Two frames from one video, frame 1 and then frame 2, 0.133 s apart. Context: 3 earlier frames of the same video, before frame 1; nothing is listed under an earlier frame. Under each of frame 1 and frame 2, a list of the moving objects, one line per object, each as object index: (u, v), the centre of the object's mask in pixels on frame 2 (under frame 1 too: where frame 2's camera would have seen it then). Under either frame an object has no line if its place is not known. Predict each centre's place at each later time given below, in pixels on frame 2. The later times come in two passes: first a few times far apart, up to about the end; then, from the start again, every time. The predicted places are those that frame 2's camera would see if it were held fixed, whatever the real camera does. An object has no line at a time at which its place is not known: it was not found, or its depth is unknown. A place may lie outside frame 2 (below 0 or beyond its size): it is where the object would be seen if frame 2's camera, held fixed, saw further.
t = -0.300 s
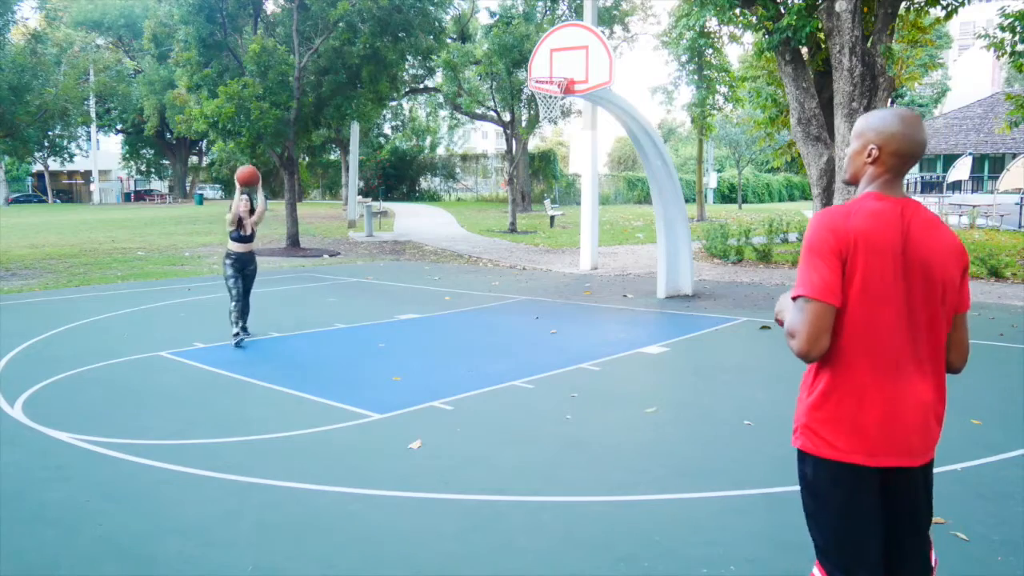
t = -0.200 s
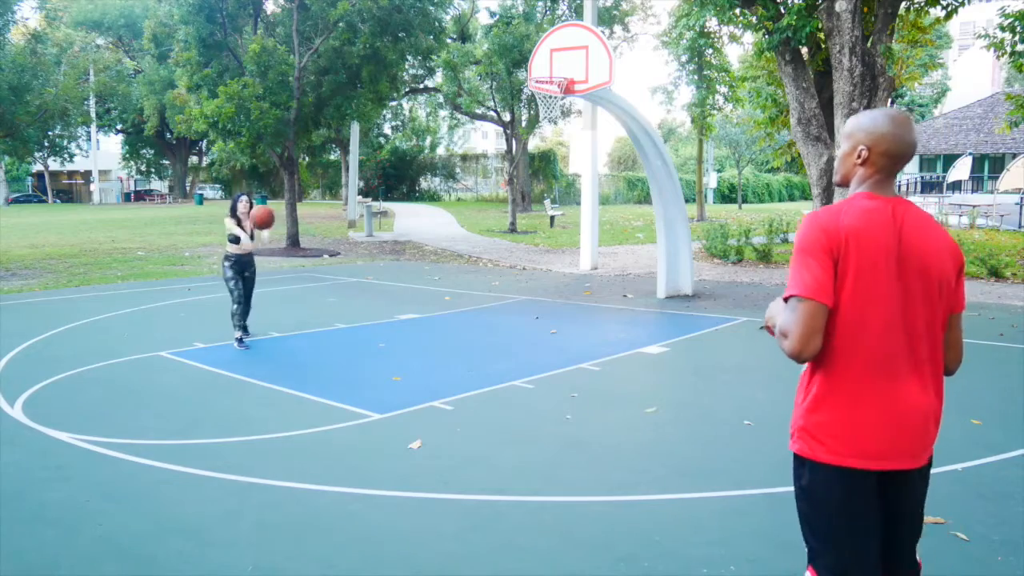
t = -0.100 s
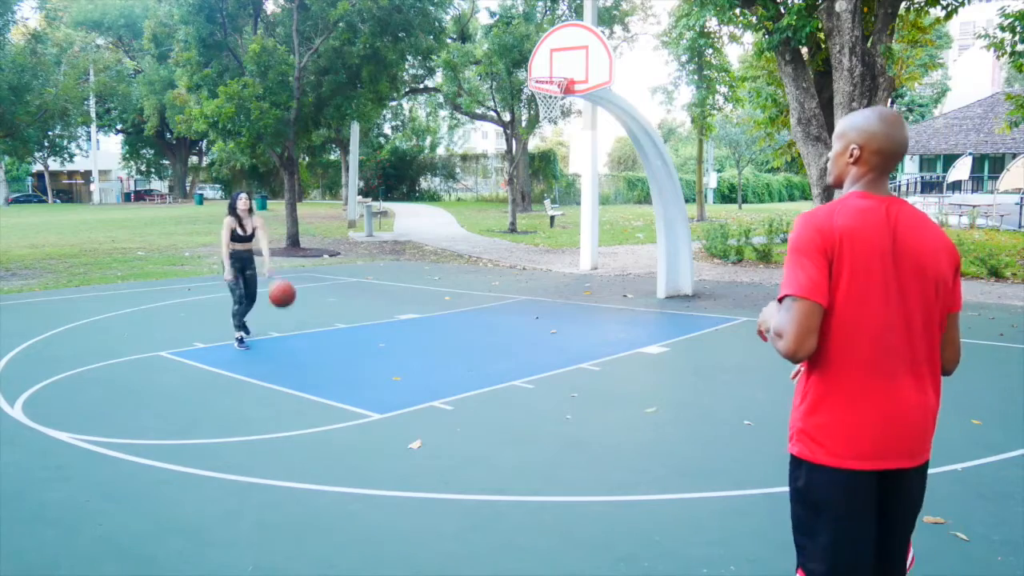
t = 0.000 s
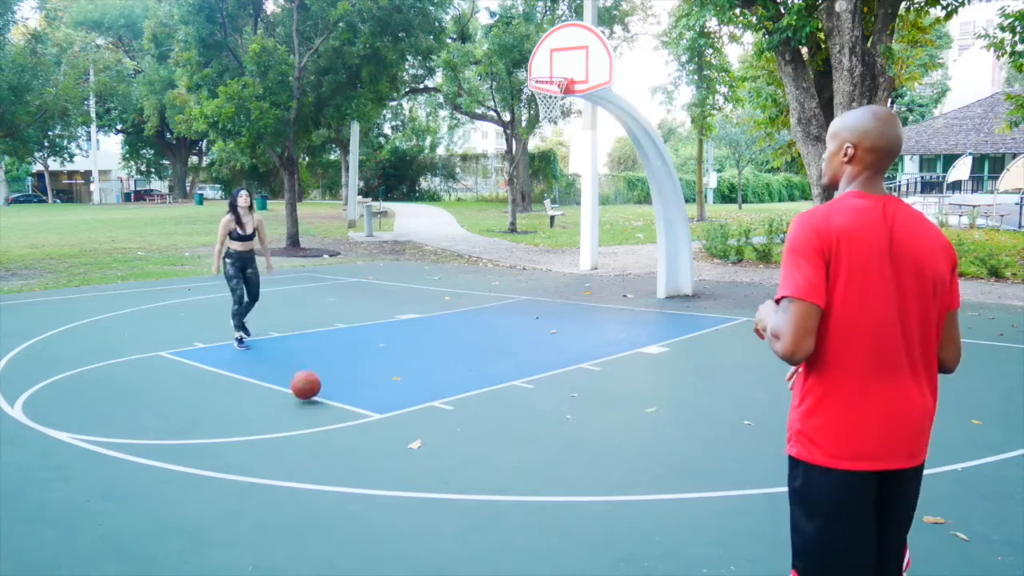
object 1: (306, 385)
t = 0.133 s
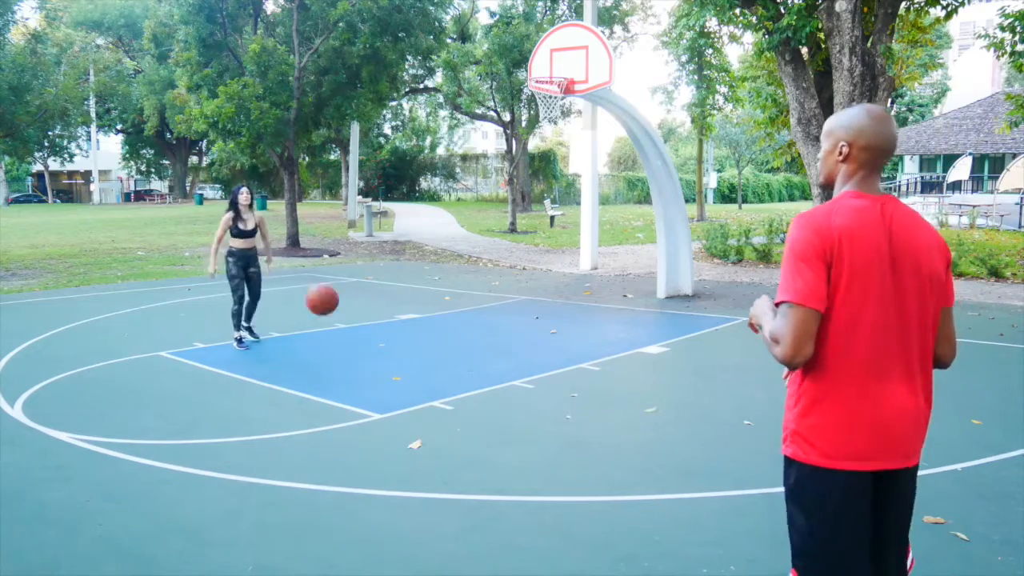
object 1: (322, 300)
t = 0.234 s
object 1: (337, 242)
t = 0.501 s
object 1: (393, 121)
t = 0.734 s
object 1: (470, 92)
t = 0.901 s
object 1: (551, 153)
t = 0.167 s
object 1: (327, 279)
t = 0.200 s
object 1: (331, 259)
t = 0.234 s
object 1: (337, 242)
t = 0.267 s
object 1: (343, 222)
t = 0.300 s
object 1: (348, 205)
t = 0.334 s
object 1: (354, 188)
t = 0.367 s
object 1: (362, 172)
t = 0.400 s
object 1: (369, 158)
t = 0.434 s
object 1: (377, 144)
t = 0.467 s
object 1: (384, 132)
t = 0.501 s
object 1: (393, 121)
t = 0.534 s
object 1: (402, 111)
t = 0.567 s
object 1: (411, 103)
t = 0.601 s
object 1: (422, 97)
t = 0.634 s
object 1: (433, 92)
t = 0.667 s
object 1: (444, 90)
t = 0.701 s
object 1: (457, 90)
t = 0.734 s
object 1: (470, 92)
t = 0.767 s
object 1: (483, 96)
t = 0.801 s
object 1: (499, 105)
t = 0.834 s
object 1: (515, 117)
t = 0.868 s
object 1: (533, 133)
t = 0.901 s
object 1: (551, 153)
